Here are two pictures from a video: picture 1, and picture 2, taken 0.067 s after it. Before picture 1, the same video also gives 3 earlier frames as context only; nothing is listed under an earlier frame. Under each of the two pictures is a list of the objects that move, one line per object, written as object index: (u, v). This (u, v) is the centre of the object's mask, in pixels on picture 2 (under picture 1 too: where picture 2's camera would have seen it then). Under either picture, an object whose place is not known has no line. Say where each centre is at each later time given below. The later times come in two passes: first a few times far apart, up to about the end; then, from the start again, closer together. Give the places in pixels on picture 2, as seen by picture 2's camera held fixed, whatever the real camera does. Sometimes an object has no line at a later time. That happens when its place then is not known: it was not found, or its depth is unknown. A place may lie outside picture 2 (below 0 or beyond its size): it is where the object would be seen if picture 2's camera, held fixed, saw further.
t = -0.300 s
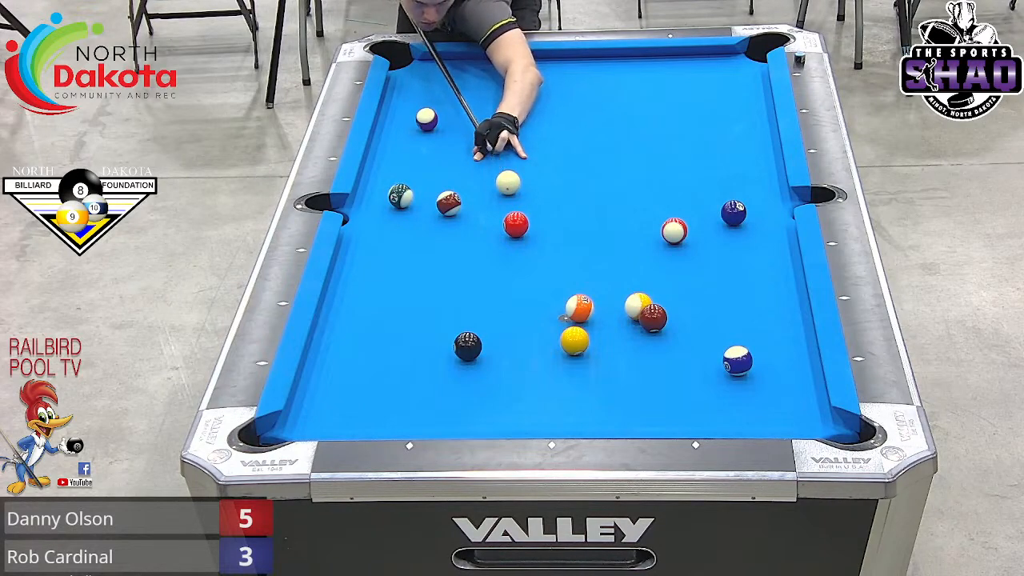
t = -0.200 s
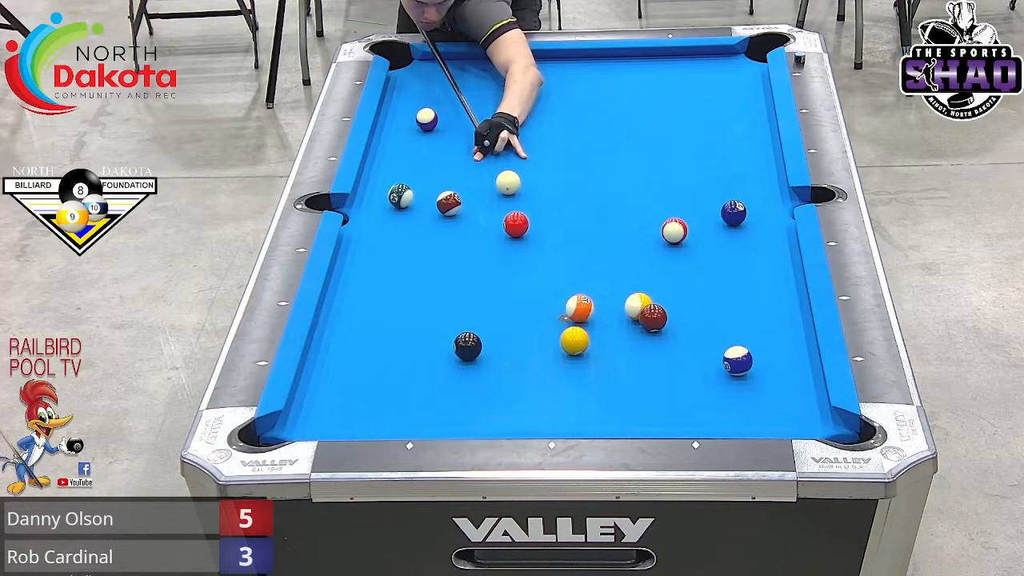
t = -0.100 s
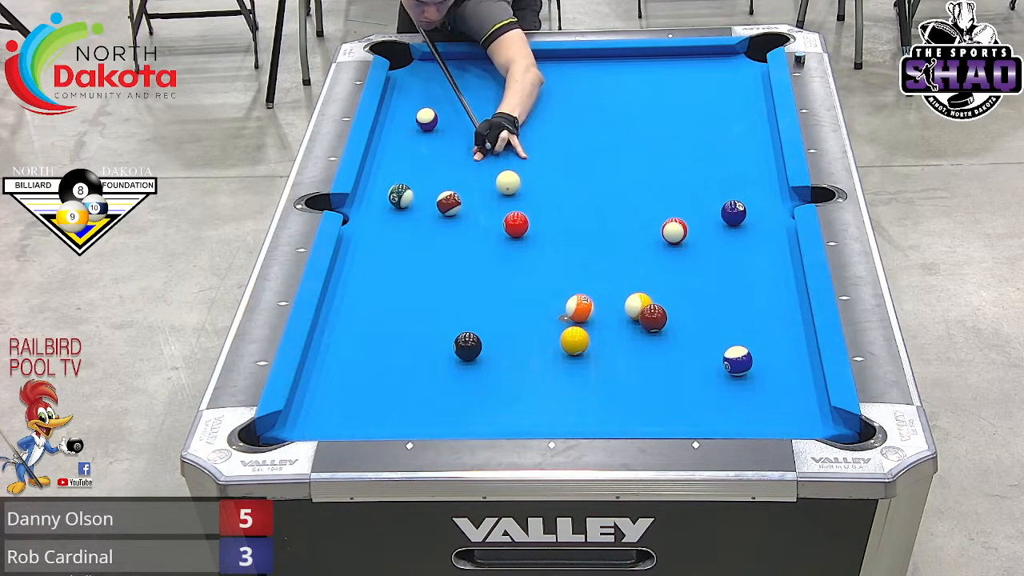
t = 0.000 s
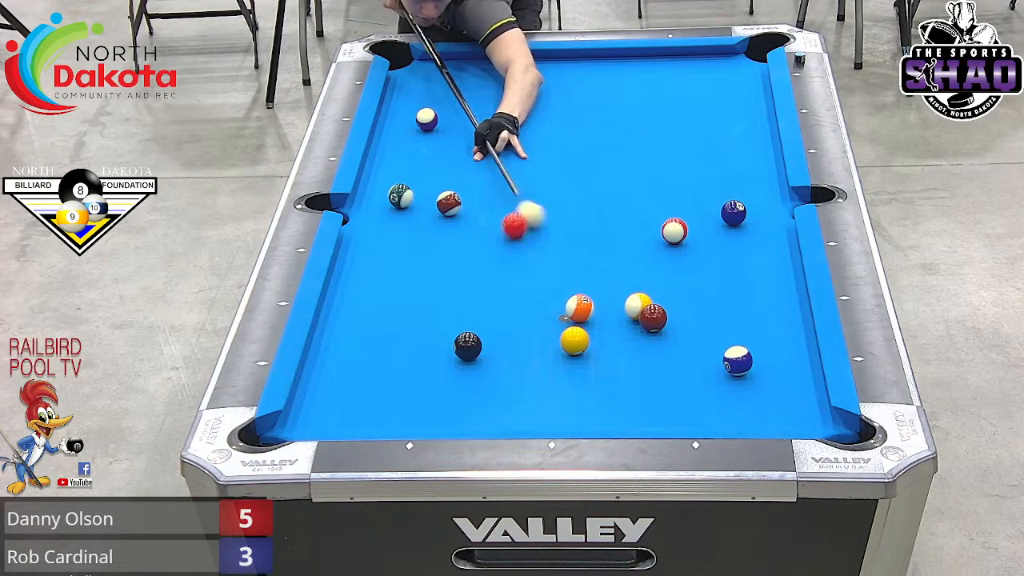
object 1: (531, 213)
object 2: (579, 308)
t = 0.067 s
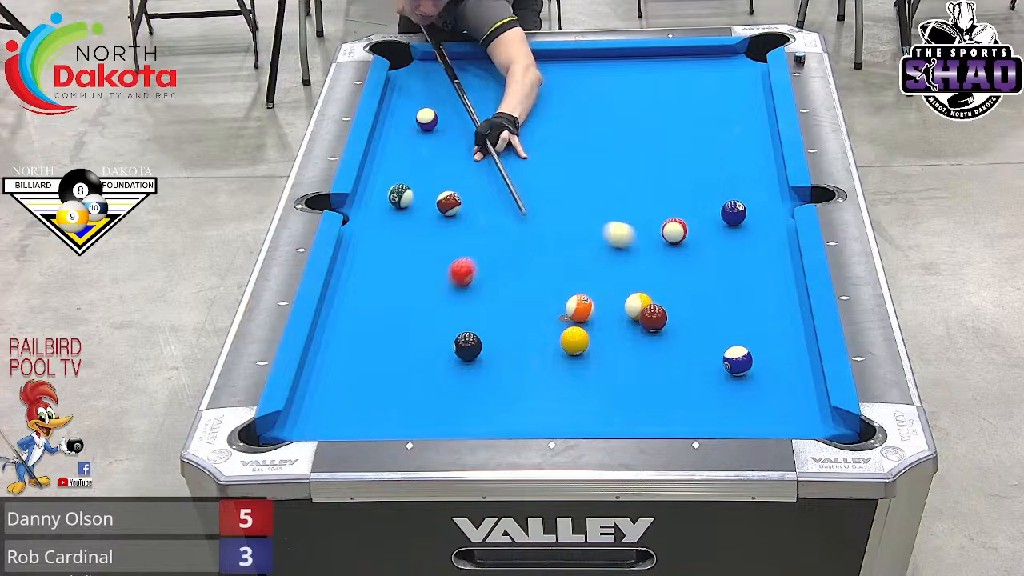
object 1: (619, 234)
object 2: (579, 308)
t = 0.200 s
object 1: (792, 274)
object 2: (579, 308)
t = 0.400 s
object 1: (637, 287)
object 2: (579, 308)
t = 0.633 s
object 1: (536, 287)
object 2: (541, 331)
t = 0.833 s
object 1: (464, 279)
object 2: (501, 355)
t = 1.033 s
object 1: (395, 270)
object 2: (460, 379)
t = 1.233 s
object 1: (351, 261)
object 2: (419, 402)
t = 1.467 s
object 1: (397, 253)
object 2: (374, 420)
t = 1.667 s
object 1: (434, 246)
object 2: (354, 413)
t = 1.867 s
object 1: (468, 239)
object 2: (333, 402)
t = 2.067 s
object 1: (500, 233)
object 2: (314, 392)
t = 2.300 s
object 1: (535, 226)
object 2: (316, 383)
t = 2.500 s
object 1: (563, 220)
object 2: (329, 376)
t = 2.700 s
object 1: (589, 215)
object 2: (339, 370)
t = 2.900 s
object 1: (614, 210)
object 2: (348, 365)
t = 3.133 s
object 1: (640, 204)
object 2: (357, 360)
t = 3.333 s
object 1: (661, 200)
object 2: (363, 356)
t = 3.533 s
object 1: (680, 196)
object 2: (368, 353)
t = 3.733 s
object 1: (697, 192)
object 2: (371, 350)
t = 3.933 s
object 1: (713, 189)
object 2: (374, 348)
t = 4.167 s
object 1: (729, 185)
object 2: (376, 346)
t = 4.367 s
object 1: (741, 183)
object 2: (377, 345)
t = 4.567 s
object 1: (751, 181)
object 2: (377, 344)
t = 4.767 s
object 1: (760, 179)
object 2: (377, 344)
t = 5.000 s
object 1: (769, 178)
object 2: (376, 344)
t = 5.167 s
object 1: (774, 177)
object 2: (376, 344)
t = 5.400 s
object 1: (772, 177)
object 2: (376, 344)
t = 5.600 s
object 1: (770, 177)
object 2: (376, 344)
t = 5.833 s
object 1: (771, 177)
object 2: (376, 344)
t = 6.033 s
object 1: (771, 177)
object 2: (376, 344)
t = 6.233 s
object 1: (771, 177)
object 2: (376, 344)
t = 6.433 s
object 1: (771, 177)
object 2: (376, 344)
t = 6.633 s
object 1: (771, 177)
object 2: (376, 344)
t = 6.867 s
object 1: (771, 177)
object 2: (376, 344)
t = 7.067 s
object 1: (771, 177)
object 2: (376, 344)
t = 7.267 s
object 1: (771, 177)
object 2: (376, 344)
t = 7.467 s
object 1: (771, 177)
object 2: (376, 344)
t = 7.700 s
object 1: (771, 177)
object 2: (376, 344)
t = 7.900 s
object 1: (771, 177)
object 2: (376, 344)
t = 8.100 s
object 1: (771, 177)
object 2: (376, 344)
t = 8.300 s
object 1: (771, 177)
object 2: (376, 344)
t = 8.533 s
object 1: (771, 177)
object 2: (376, 344)
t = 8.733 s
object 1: (771, 177)
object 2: (376, 344)
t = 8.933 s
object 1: (771, 177)
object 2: (376, 344)
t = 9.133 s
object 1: (771, 177)
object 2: (376, 344)
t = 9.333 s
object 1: (771, 177)
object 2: (376, 344)
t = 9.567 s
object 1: (771, 177)
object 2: (376, 344)
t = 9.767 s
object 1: (771, 177)
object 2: (376, 344)
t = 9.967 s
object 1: (771, 177)
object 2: (376, 344)
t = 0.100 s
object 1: (663, 244)
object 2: (579, 308)
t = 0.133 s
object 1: (708, 254)
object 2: (579, 308)
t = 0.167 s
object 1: (754, 264)
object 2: (579, 308)
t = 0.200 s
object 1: (792, 274)
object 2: (579, 308)
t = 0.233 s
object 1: (764, 277)
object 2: (579, 308)
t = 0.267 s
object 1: (736, 280)
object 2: (579, 308)
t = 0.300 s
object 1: (709, 283)
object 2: (579, 308)
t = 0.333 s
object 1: (684, 286)
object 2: (579, 308)
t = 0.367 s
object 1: (660, 288)
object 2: (579, 308)
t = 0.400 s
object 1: (637, 287)
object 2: (579, 308)
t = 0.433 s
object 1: (615, 294)
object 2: (579, 308)
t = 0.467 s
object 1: (598, 296)
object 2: (579, 308)
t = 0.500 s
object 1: (585, 294)
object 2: (570, 313)
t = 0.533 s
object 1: (573, 292)
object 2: (561, 318)
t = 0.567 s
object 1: (561, 291)
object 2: (554, 323)
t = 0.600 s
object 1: (548, 289)
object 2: (547, 328)
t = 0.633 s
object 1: (536, 287)
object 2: (541, 331)
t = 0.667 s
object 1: (524, 286)
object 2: (534, 335)
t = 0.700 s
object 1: (512, 284)
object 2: (528, 339)
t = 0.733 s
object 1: (500, 283)
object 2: (521, 343)
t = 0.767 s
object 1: (488, 282)
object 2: (514, 347)
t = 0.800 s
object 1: (476, 280)
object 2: (507, 351)
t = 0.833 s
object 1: (464, 279)
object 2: (501, 355)
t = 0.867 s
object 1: (452, 277)
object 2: (494, 359)
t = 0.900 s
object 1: (441, 276)
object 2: (487, 363)
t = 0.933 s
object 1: (429, 274)
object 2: (480, 367)
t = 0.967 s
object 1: (418, 273)
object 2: (474, 371)
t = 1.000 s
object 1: (406, 271)
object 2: (467, 375)
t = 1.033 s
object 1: (395, 270)
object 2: (460, 379)
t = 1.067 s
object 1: (384, 268)
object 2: (453, 383)
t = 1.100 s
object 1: (373, 267)
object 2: (446, 386)
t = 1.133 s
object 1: (362, 266)
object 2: (439, 391)
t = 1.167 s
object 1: (351, 264)
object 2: (433, 395)
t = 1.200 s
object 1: (344, 263)
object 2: (426, 398)
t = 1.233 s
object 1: (351, 261)
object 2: (419, 402)
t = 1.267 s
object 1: (358, 260)
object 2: (412, 406)
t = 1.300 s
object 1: (365, 259)
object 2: (406, 410)
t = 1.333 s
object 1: (372, 258)
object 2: (399, 414)
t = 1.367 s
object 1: (378, 257)
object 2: (392, 416)
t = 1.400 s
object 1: (384, 255)
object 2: (385, 419)
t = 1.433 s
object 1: (391, 254)
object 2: (378, 421)
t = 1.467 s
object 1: (397, 253)
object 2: (374, 420)
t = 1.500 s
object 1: (403, 252)
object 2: (371, 419)
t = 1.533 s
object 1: (410, 251)
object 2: (368, 417)
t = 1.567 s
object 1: (416, 250)
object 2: (364, 416)
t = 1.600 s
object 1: (422, 248)
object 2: (360, 415)
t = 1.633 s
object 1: (428, 247)
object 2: (357, 414)
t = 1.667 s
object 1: (434, 246)
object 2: (354, 413)
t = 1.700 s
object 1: (440, 245)
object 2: (350, 411)
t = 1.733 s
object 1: (445, 244)
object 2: (347, 409)
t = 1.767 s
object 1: (451, 243)
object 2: (343, 407)
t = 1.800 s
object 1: (457, 242)
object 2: (340, 405)
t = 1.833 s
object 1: (462, 241)
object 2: (337, 403)
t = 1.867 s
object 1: (468, 239)
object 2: (333, 402)
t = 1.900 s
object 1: (473, 238)
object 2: (330, 400)
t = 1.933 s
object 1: (479, 237)
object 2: (327, 399)
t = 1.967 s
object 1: (484, 236)
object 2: (324, 397)
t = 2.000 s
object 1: (489, 235)
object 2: (321, 395)
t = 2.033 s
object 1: (495, 234)
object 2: (317, 394)
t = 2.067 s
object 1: (500, 233)
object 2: (314, 392)
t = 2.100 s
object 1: (505, 232)
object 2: (311, 391)
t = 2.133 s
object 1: (510, 231)
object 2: (308, 389)
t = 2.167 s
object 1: (515, 230)
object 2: (307, 388)
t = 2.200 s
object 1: (520, 229)
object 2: (309, 387)
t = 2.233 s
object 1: (525, 228)
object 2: (312, 385)
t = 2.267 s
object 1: (530, 226)
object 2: (314, 384)
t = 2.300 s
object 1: (535, 226)
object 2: (316, 383)
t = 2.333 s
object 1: (540, 225)
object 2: (319, 382)
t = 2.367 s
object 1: (545, 224)
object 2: (321, 381)
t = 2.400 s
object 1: (549, 223)
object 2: (323, 380)
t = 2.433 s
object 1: (554, 222)
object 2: (325, 379)
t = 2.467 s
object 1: (558, 221)
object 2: (326, 377)
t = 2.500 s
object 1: (563, 220)
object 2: (329, 376)
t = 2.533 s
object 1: (567, 219)
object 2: (330, 375)
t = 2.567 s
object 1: (572, 218)
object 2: (332, 374)
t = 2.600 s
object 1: (576, 217)
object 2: (334, 373)
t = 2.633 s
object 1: (581, 217)
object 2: (336, 372)
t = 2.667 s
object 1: (585, 216)
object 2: (338, 371)
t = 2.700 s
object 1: (589, 215)
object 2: (339, 370)
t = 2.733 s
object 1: (593, 214)
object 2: (341, 369)
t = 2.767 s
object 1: (598, 213)
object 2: (342, 369)
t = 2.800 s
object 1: (602, 212)
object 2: (344, 368)
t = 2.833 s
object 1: (606, 211)
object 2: (345, 367)
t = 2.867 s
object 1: (609, 211)
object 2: (347, 366)
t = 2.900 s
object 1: (614, 210)
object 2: (348, 365)
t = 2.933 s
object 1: (617, 209)
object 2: (350, 364)
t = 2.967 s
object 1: (621, 208)
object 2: (351, 364)
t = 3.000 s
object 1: (625, 207)
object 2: (352, 363)
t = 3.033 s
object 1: (629, 206)
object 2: (353, 362)
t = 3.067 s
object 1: (632, 206)
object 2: (354, 362)
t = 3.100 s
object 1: (636, 205)
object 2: (356, 361)
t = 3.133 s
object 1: (640, 204)
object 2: (357, 360)
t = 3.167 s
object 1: (643, 204)
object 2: (358, 360)
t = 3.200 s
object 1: (647, 203)
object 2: (359, 359)
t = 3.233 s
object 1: (650, 202)
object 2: (360, 359)
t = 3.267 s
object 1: (654, 201)
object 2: (361, 358)
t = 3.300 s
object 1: (657, 201)
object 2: (362, 357)
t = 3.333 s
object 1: (661, 200)
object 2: (363, 356)
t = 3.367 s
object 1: (664, 199)
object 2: (364, 356)
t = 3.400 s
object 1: (667, 199)
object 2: (365, 355)
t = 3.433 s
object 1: (670, 198)
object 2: (366, 354)
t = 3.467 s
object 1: (674, 197)
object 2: (366, 354)
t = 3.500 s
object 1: (677, 197)
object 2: (367, 353)
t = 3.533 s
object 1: (680, 196)
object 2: (368, 353)
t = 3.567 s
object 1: (683, 196)
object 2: (368, 352)
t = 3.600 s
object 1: (686, 195)
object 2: (369, 352)
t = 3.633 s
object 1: (689, 194)
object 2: (370, 352)
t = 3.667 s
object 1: (691, 193)
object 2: (370, 351)
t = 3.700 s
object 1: (694, 193)
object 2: (371, 351)
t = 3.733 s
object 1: (697, 192)
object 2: (371, 350)
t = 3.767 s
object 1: (700, 192)
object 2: (372, 350)
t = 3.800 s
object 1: (702, 191)
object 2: (372, 349)
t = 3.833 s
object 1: (705, 191)
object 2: (373, 349)
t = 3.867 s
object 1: (708, 190)
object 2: (373, 349)
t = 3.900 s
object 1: (710, 190)
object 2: (373, 348)
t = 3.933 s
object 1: (713, 189)
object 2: (374, 348)
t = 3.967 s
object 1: (715, 188)
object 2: (374, 347)
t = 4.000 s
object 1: (717, 188)
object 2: (374, 347)
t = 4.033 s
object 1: (719, 187)
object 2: (375, 347)
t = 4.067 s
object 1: (722, 187)
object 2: (375, 347)
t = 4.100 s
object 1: (724, 186)
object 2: (375, 346)
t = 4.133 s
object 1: (726, 186)
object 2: (375, 346)
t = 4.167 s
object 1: (729, 185)
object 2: (376, 346)
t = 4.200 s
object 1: (731, 185)
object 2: (376, 346)
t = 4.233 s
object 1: (733, 184)
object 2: (376, 346)
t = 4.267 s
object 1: (735, 184)
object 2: (376, 346)
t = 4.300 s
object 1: (737, 184)
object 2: (376, 345)
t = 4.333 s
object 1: (739, 183)
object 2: (377, 345)
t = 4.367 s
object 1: (741, 183)
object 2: (377, 345)
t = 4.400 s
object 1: (743, 182)
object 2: (377, 345)
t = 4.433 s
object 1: (744, 182)
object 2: (377, 345)
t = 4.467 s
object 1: (746, 182)
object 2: (377, 345)
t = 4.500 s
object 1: (748, 181)
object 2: (377, 345)
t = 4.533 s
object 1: (750, 181)
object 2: (377, 345)
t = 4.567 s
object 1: (751, 181)
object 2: (377, 344)
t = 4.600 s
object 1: (753, 181)
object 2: (377, 344)
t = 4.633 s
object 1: (755, 180)
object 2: (377, 344)
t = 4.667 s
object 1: (756, 180)
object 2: (377, 344)
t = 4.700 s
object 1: (758, 180)
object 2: (377, 344)
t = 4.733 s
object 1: (759, 180)
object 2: (377, 344)
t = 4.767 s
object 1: (760, 179)
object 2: (377, 344)
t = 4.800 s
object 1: (762, 179)
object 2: (377, 344)
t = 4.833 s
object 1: (763, 179)
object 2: (377, 344)
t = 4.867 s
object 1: (764, 179)
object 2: (376, 344)
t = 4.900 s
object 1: (765, 178)
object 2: (376, 344)
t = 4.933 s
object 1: (767, 178)
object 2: (376, 344)
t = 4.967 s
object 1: (768, 178)
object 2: (376, 344)
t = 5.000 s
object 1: (769, 178)
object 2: (376, 344)
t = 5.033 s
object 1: (770, 177)
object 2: (376, 344)
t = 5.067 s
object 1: (771, 177)
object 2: (376, 344)
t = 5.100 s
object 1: (772, 177)
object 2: (376, 344)
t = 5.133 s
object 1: (773, 177)
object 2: (376, 344)
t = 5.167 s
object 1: (774, 177)
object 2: (376, 344)
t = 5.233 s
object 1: (773, 177)
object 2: (376, 344)
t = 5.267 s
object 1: (773, 177)
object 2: (376, 344)
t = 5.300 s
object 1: (773, 177)
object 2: (376, 344)
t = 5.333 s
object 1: (772, 177)
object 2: (376, 344)
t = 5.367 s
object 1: (772, 177)
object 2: (376, 344)
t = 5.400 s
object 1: (772, 177)
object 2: (376, 344)
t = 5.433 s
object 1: (771, 177)
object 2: (376, 344)
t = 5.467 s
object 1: (771, 177)
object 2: (376, 344)
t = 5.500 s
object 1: (770, 177)
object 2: (376, 344)
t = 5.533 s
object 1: (770, 177)
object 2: (376, 344)
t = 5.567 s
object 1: (770, 177)
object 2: (376, 344)
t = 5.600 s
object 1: (770, 177)
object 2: (376, 344)
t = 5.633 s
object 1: (770, 177)
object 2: (376, 344)
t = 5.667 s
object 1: (770, 177)
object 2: (376, 344)
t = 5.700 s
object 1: (770, 177)
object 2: (376, 344)
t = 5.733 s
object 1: (771, 177)
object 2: (376, 344)
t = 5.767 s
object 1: (771, 177)
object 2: (376, 344)
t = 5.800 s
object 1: (771, 177)
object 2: (376, 344)
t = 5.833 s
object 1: (771, 177)
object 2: (376, 344)
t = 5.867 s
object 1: (771, 177)
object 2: (376, 344)
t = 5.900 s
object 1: (771, 177)
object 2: (376, 344)
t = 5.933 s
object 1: (771, 177)
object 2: (376, 344)
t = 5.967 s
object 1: (771, 177)
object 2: (376, 344)
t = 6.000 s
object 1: (771, 177)
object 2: (376, 344)
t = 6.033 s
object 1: (771, 177)
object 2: (376, 344)
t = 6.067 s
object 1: (771, 177)
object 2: (376, 344)
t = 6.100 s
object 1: (771, 177)
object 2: (376, 344)
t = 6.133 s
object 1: (771, 177)
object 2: (376, 344)
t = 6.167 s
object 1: (771, 177)
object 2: (376, 344)
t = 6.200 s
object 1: (771, 177)
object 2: (376, 344)
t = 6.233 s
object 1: (771, 177)
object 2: (376, 344)
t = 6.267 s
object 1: (771, 177)
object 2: (376, 344)
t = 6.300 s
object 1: (771, 177)
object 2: (376, 344)
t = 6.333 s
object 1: (771, 177)
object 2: (376, 344)
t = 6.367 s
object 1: (771, 177)
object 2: (376, 344)
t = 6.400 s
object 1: (771, 177)
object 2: (376, 344)
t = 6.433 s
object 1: (771, 177)
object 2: (376, 344)
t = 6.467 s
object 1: (771, 177)
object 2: (376, 344)
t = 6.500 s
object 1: (771, 177)
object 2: (376, 344)
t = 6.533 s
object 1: (771, 177)
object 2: (376, 344)
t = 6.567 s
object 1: (771, 177)
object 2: (376, 344)
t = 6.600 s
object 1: (771, 177)
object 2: (376, 344)
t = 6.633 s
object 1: (771, 177)
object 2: (376, 344)
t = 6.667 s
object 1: (771, 177)
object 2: (376, 344)
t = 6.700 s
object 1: (771, 177)
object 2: (376, 344)
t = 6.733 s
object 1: (771, 177)
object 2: (376, 344)
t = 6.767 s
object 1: (771, 177)
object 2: (376, 344)
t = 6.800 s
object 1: (771, 177)
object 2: (376, 344)
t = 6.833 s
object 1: (771, 177)
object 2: (376, 344)
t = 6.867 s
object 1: (771, 177)
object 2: (376, 344)
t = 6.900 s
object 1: (771, 177)
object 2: (376, 344)
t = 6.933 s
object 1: (771, 177)
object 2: (376, 344)
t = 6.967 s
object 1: (771, 177)
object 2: (376, 344)
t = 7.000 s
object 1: (771, 177)
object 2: (376, 344)
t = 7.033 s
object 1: (771, 177)
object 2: (376, 344)
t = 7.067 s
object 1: (771, 177)
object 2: (376, 344)
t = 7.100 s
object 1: (771, 177)
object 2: (376, 344)
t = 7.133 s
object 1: (771, 177)
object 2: (376, 344)
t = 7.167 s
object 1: (771, 177)
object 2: (376, 344)
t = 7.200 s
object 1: (771, 177)
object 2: (376, 344)
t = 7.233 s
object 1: (771, 177)
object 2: (376, 344)
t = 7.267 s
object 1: (771, 177)
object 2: (376, 344)
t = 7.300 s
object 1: (771, 177)
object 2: (376, 344)
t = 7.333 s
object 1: (771, 177)
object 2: (376, 344)
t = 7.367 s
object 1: (771, 177)
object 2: (376, 344)
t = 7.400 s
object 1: (771, 177)
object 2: (376, 344)
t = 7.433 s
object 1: (771, 177)
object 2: (376, 344)
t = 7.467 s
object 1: (771, 177)
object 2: (376, 344)
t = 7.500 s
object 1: (771, 177)
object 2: (376, 344)
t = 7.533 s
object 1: (771, 177)
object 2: (376, 344)
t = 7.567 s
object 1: (771, 177)
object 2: (376, 344)
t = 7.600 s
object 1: (771, 177)
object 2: (376, 344)
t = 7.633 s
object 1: (771, 177)
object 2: (376, 344)
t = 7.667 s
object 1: (771, 177)
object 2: (376, 344)
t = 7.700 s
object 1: (771, 177)
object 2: (376, 344)
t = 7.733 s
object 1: (771, 177)
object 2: (376, 344)
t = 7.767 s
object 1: (771, 177)
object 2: (376, 344)
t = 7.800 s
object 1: (771, 177)
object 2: (376, 344)
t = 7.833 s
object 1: (771, 177)
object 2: (376, 344)
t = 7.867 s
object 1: (771, 177)
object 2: (376, 344)
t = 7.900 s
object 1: (771, 177)
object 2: (376, 344)
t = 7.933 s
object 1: (771, 177)
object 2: (376, 344)
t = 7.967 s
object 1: (771, 177)
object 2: (376, 344)
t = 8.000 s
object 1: (771, 177)
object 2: (376, 344)
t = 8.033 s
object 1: (771, 177)
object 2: (376, 344)
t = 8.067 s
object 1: (771, 177)
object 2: (376, 344)
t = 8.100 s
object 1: (771, 177)
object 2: (376, 344)
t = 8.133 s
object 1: (771, 177)
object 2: (376, 344)
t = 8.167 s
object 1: (771, 177)
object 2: (376, 344)
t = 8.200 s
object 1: (771, 177)
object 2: (376, 344)
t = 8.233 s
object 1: (771, 177)
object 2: (376, 344)
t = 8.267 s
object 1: (771, 177)
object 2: (376, 344)
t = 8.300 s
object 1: (771, 177)
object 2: (376, 344)
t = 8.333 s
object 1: (771, 177)
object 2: (376, 344)
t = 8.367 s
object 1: (771, 177)
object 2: (376, 344)
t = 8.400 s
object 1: (771, 177)
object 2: (376, 344)
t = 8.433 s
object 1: (771, 177)
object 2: (376, 344)
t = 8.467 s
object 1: (771, 177)
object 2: (376, 344)
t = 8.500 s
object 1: (771, 177)
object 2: (376, 344)
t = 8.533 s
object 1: (771, 177)
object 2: (376, 344)
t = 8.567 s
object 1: (771, 177)
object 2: (376, 344)
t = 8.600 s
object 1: (771, 177)
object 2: (376, 344)
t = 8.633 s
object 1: (771, 177)
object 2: (376, 344)
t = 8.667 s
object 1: (771, 177)
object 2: (376, 344)
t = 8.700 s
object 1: (771, 177)
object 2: (376, 344)
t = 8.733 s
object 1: (771, 177)
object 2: (376, 344)
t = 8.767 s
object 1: (771, 177)
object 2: (376, 344)
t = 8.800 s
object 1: (771, 177)
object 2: (376, 344)
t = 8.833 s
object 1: (771, 177)
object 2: (376, 344)
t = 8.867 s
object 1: (771, 177)
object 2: (376, 344)
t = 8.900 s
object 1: (771, 177)
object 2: (376, 344)
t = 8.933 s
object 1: (771, 177)
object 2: (376, 344)
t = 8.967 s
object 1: (771, 177)
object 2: (376, 344)
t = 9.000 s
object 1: (771, 177)
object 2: (376, 344)
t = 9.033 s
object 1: (771, 177)
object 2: (376, 344)
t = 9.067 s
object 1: (771, 177)
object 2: (376, 344)
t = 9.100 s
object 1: (771, 177)
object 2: (376, 344)
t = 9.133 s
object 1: (771, 177)
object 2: (376, 344)
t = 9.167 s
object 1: (771, 177)
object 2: (376, 344)
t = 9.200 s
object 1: (771, 177)
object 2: (376, 344)
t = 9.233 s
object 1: (771, 177)
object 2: (376, 344)
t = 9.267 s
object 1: (771, 177)
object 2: (376, 344)
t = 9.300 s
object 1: (771, 177)
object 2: (376, 344)
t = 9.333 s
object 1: (771, 177)
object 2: (376, 344)
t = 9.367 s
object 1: (771, 177)
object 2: (376, 344)
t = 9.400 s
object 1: (771, 177)
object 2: (376, 344)
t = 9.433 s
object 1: (771, 177)
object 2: (376, 344)
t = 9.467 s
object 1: (771, 177)
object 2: (376, 344)
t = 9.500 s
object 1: (771, 177)
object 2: (376, 344)
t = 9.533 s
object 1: (771, 177)
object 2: (376, 344)
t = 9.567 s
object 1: (771, 177)
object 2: (376, 344)
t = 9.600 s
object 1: (771, 177)
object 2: (376, 344)
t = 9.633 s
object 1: (771, 177)
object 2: (376, 344)
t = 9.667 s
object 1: (771, 177)
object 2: (376, 344)
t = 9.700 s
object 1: (771, 177)
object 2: (376, 344)
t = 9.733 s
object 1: (771, 177)
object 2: (376, 344)
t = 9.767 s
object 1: (771, 177)
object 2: (376, 344)
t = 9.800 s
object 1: (771, 177)
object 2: (376, 344)
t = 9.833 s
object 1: (771, 177)
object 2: (376, 344)
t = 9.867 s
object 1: (771, 177)
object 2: (376, 344)
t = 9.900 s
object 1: (771, 177)
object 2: (376, 344)
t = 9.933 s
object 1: (771, 177)
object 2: (376, 344)
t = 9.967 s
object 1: (771, 177)
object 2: (376, 344)
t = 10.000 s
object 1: (771, 177)
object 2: (376, 344)
